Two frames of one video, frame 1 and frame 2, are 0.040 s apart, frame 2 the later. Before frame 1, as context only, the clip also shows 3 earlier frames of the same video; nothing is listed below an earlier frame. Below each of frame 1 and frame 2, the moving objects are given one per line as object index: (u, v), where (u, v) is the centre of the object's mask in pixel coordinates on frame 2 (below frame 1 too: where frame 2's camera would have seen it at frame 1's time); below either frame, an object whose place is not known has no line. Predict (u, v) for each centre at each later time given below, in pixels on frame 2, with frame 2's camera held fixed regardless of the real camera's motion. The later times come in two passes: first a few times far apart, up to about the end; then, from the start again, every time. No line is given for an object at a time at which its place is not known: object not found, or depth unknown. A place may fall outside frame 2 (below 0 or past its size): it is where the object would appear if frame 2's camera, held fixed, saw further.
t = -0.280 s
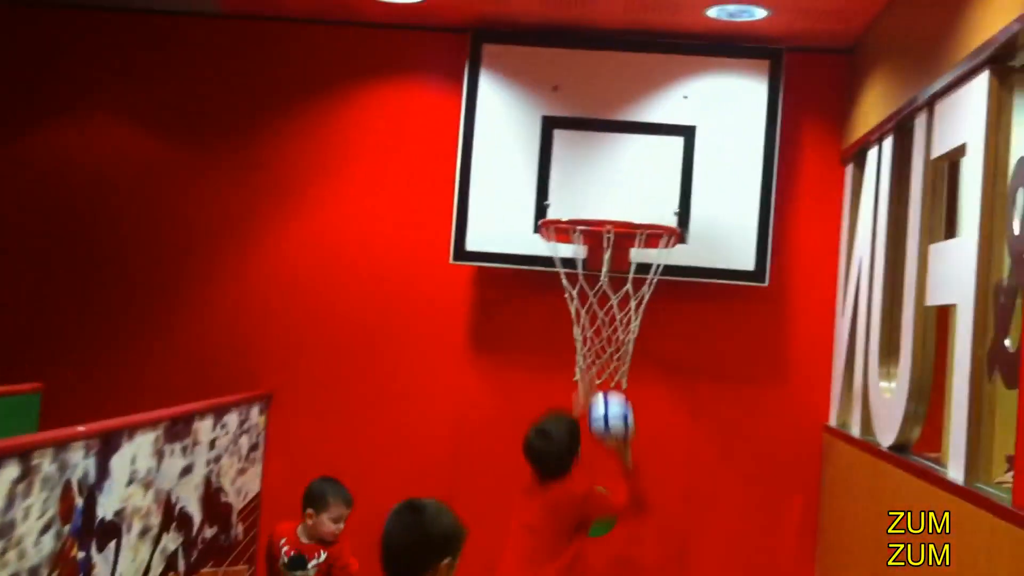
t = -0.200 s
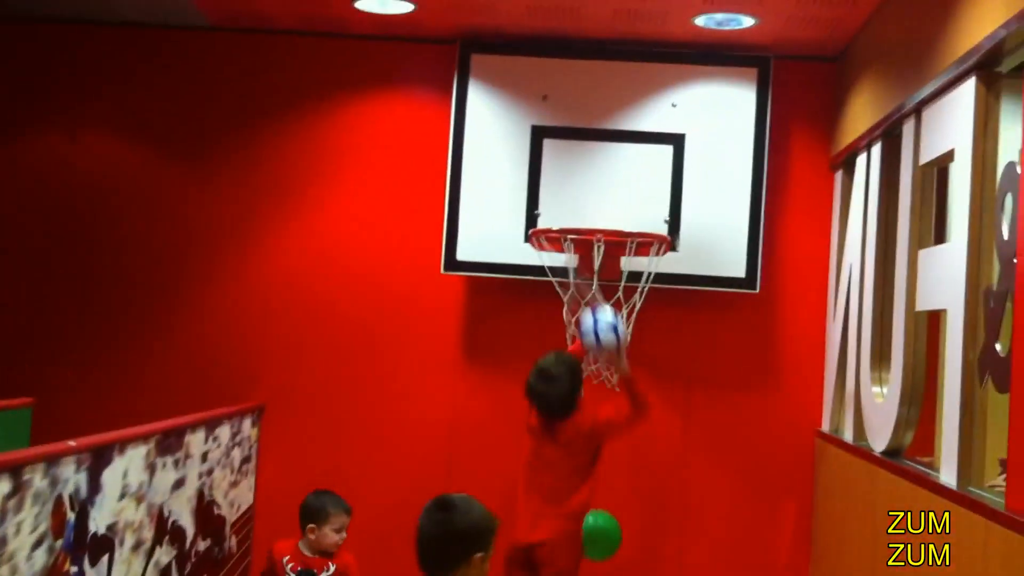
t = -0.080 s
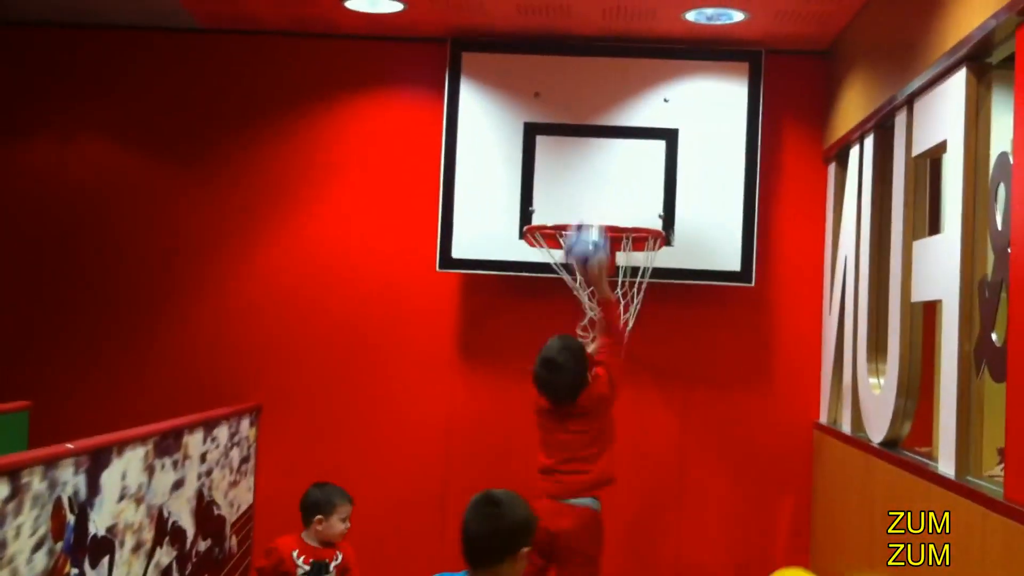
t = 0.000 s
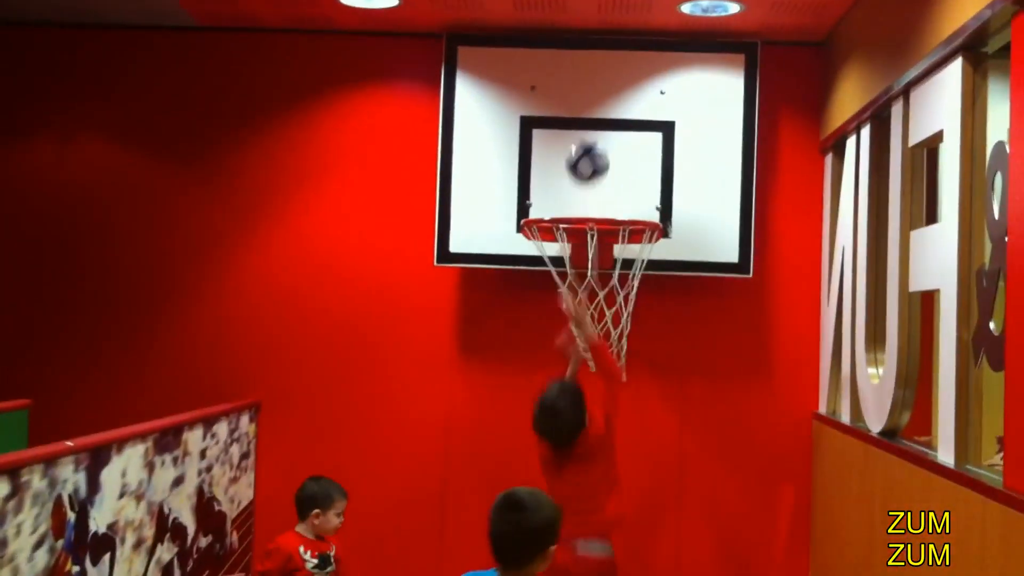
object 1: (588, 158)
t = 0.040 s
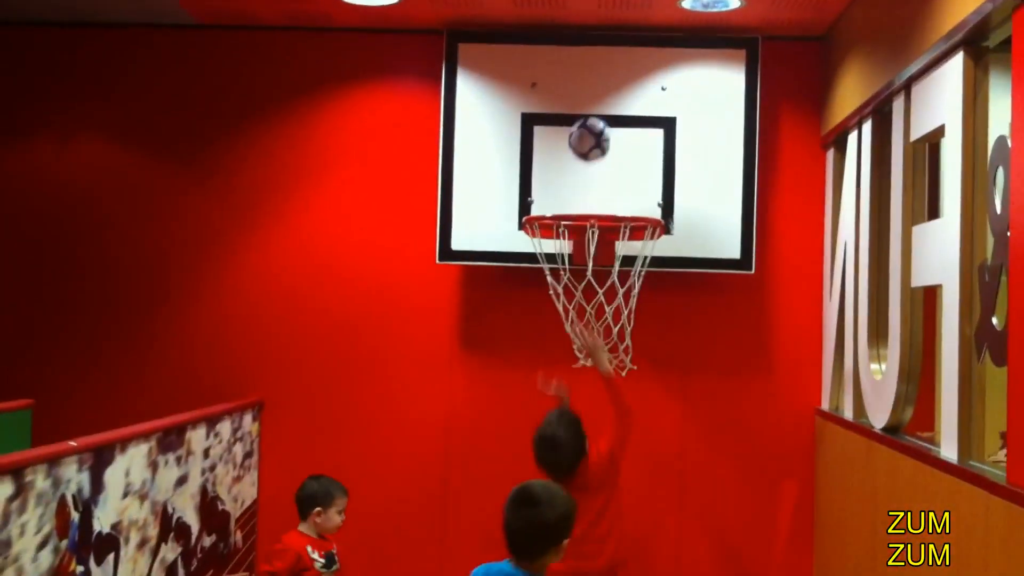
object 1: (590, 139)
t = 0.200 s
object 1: (590, 189)
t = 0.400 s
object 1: (601, 178)
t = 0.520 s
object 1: (608, 280)
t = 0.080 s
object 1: (590, 134)
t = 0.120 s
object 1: (591, 140)
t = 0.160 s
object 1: (589, 159)
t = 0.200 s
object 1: (590, 189)
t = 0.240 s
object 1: (591, 193)
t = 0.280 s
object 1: (595, 173)
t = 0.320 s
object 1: (597, 167)
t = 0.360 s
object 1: (600, 171)
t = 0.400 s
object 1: (601, 178)
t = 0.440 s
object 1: (604, 198)
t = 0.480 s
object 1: (605, 237)
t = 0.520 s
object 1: (608, 280)
